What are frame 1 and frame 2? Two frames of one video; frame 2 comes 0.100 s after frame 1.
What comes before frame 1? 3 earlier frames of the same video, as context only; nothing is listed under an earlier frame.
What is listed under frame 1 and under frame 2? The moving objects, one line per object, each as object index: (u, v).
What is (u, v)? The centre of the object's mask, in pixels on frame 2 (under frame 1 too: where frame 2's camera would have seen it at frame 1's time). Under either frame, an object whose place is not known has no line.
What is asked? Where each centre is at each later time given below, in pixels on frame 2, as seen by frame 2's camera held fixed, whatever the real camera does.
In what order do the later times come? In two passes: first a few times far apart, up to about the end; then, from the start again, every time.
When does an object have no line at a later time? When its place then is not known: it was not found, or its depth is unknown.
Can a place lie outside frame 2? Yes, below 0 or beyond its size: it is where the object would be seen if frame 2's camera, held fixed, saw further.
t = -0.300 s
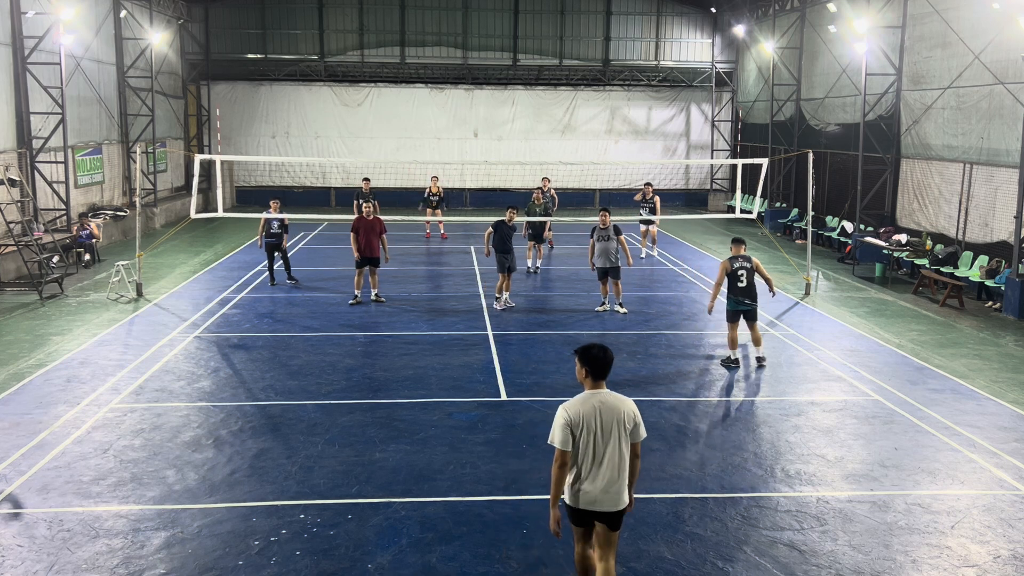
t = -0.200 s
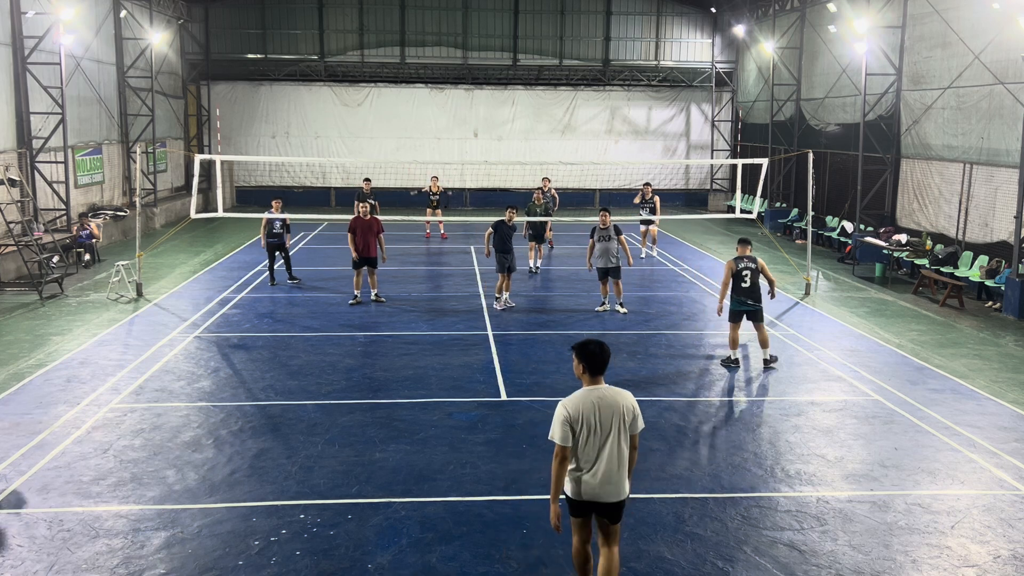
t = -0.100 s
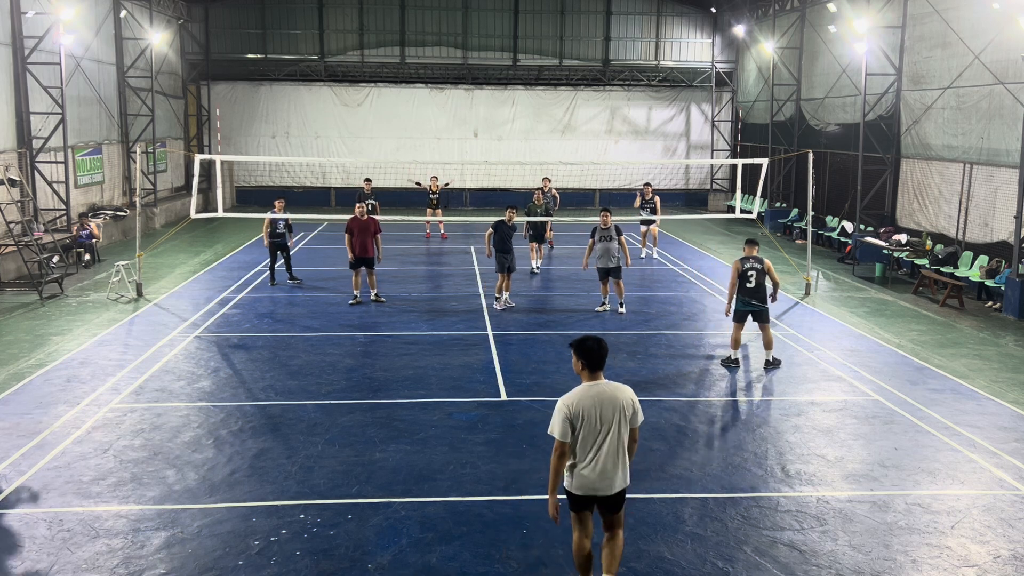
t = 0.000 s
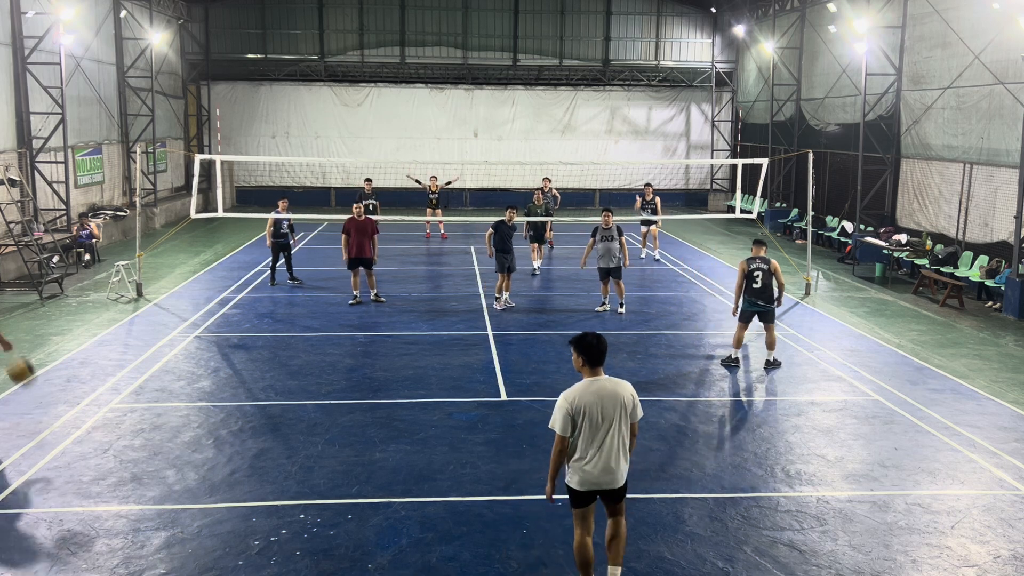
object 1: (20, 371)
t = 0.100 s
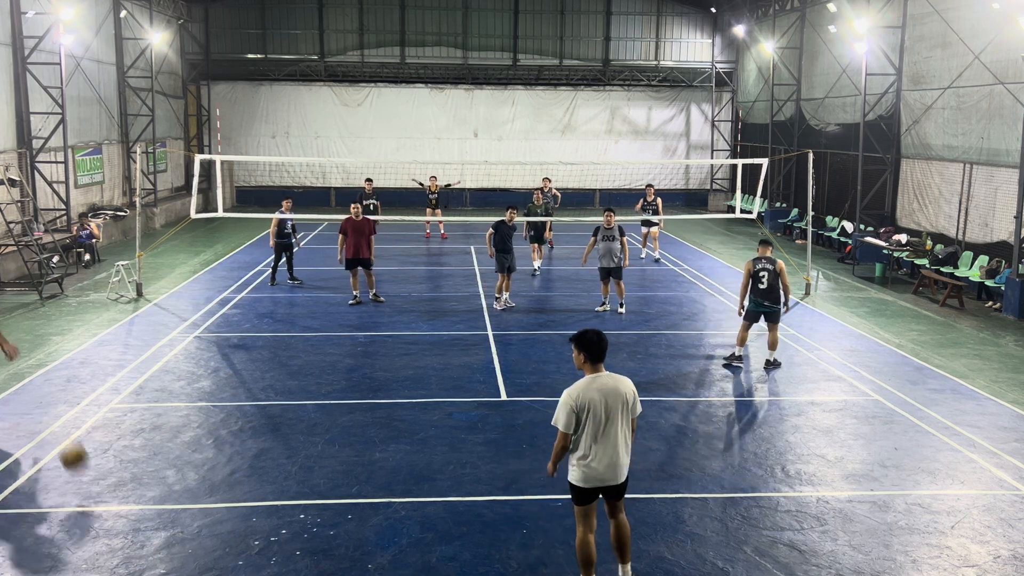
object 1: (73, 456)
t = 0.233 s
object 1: (117, 430)
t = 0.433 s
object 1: (182, 353)
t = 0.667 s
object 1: (276, 325)
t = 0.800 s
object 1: (338, 346)
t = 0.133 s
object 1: (90, 482)
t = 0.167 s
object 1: (99, 464)
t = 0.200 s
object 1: (108, 447)
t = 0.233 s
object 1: (117, 430)
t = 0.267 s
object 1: (127, 415)
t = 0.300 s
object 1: (139, 400)
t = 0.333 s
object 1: (149, 387)
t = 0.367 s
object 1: (159, 375)
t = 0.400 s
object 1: (171, 363)
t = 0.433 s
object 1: (182, 353)
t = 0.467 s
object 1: (195, 345)
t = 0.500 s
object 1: (207, 338)
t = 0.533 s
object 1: (220, 333)
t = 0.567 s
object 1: (234, 328)
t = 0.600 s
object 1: (247, 326)
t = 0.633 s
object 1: (262, 325)
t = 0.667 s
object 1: (276, 325)
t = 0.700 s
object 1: (290, 328)
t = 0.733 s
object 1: (306, 331)
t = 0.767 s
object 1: (322, 338)
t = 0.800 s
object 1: (338, 346)
